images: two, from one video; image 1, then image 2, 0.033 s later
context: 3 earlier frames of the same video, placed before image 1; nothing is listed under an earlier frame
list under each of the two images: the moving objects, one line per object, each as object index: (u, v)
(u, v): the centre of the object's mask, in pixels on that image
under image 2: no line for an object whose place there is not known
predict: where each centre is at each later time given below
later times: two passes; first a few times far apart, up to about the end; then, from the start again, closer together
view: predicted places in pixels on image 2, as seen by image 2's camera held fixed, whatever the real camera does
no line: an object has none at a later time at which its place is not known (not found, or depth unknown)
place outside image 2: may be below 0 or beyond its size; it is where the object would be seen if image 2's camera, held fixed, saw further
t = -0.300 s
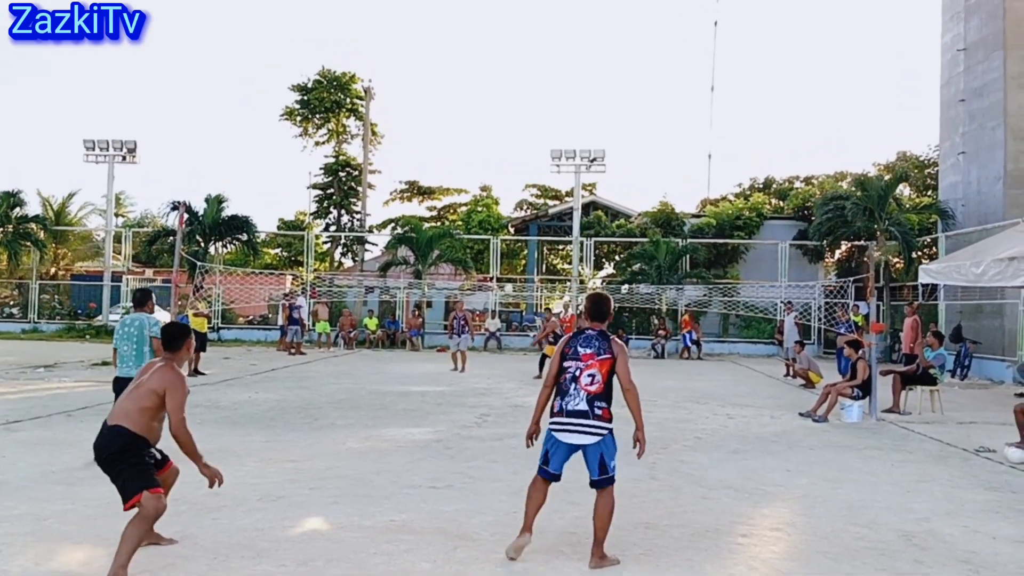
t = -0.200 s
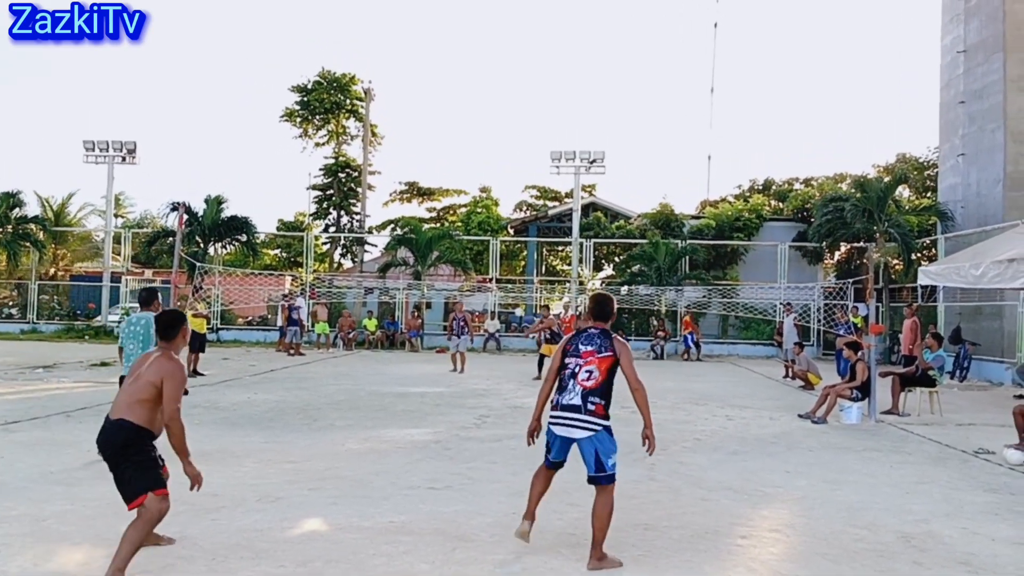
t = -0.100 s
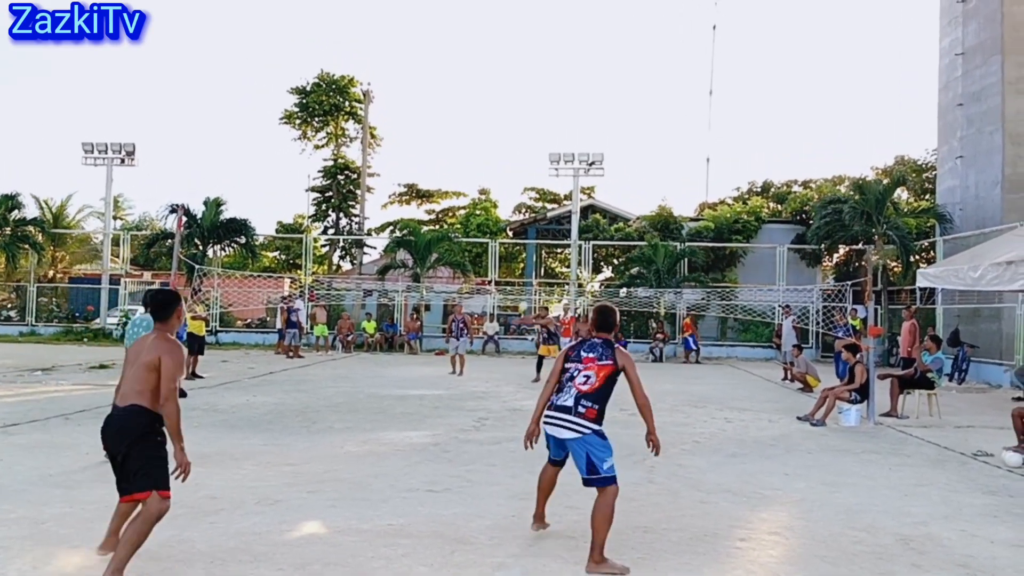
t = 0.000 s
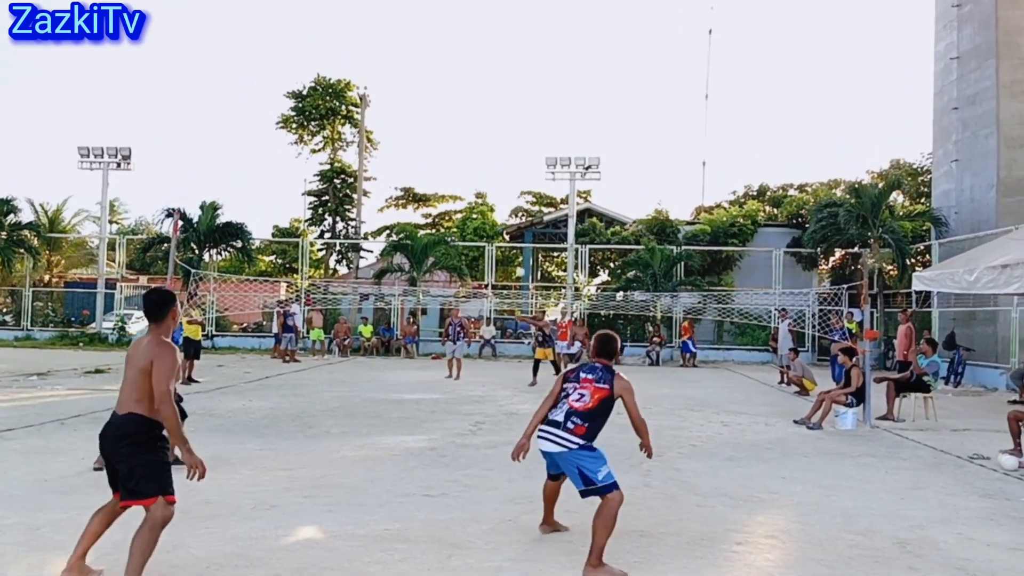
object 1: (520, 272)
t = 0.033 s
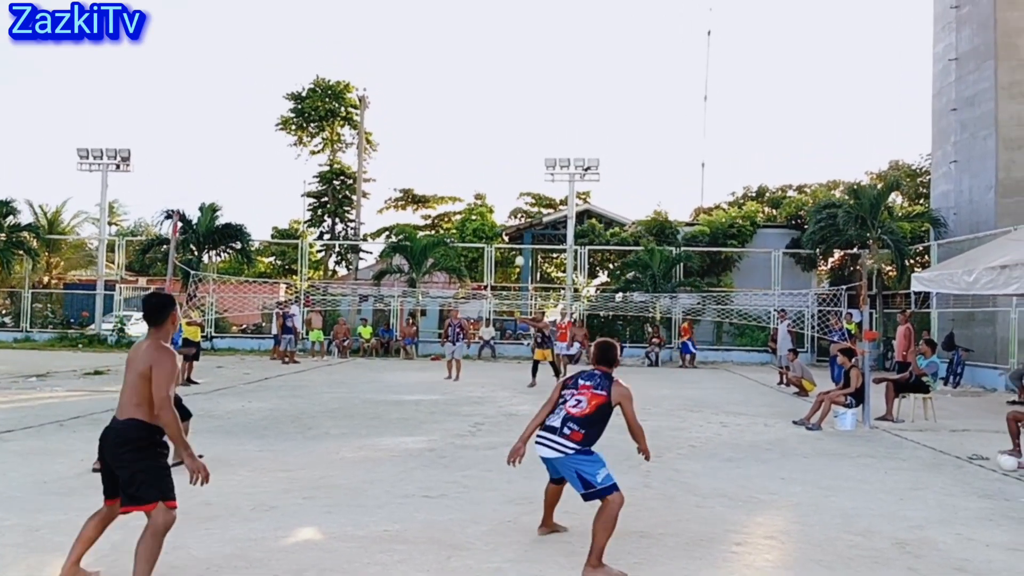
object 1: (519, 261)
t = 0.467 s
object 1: (521, 122)
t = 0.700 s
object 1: (518, 72)
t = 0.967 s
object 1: (512, 60)
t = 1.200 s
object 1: (502, 123)
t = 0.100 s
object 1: (520, 237)
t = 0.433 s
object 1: (521, 131)
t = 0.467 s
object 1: (521, 122)
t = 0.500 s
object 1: (520, 113)
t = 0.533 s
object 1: (520, 105)
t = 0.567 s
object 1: (520, 97)
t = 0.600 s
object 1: (520, 90)
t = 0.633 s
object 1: (519, 84)
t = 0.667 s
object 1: (518, 78)
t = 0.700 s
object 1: (518, 72)
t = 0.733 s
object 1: (517, 67)
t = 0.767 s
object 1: (517, 63)
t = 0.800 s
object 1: (516, 60)
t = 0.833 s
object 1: (515, 58)
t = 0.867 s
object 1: (514, 57)
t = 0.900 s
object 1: (513, 57)
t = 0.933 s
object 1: (513, 58)
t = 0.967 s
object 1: (512, 60)
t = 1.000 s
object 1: (510, 64)
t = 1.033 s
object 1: (509, 69)
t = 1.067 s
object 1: (508, 75)
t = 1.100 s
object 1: (507, 84)
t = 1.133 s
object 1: (506, 95)
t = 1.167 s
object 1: (504, 108)
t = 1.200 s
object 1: (502, 123)
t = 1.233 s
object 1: (500, 141)
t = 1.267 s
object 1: (499, 161)
